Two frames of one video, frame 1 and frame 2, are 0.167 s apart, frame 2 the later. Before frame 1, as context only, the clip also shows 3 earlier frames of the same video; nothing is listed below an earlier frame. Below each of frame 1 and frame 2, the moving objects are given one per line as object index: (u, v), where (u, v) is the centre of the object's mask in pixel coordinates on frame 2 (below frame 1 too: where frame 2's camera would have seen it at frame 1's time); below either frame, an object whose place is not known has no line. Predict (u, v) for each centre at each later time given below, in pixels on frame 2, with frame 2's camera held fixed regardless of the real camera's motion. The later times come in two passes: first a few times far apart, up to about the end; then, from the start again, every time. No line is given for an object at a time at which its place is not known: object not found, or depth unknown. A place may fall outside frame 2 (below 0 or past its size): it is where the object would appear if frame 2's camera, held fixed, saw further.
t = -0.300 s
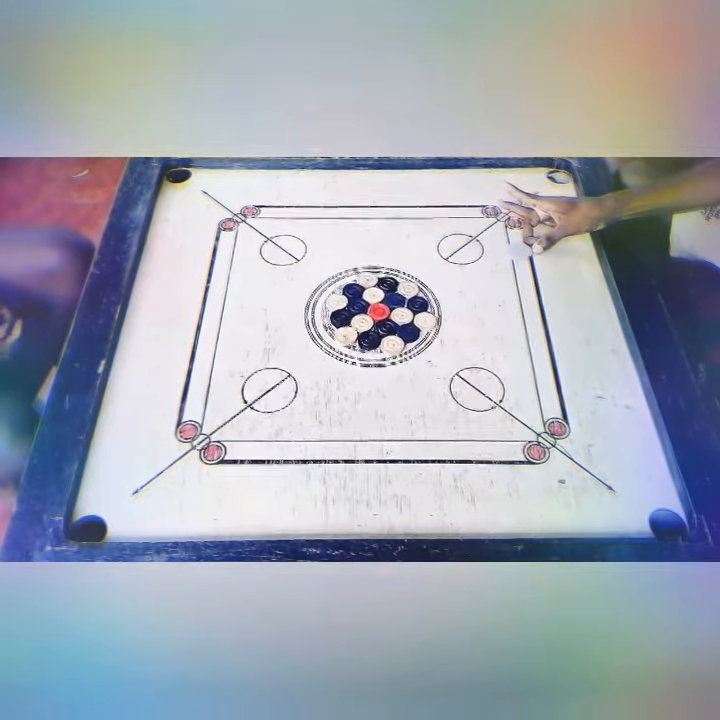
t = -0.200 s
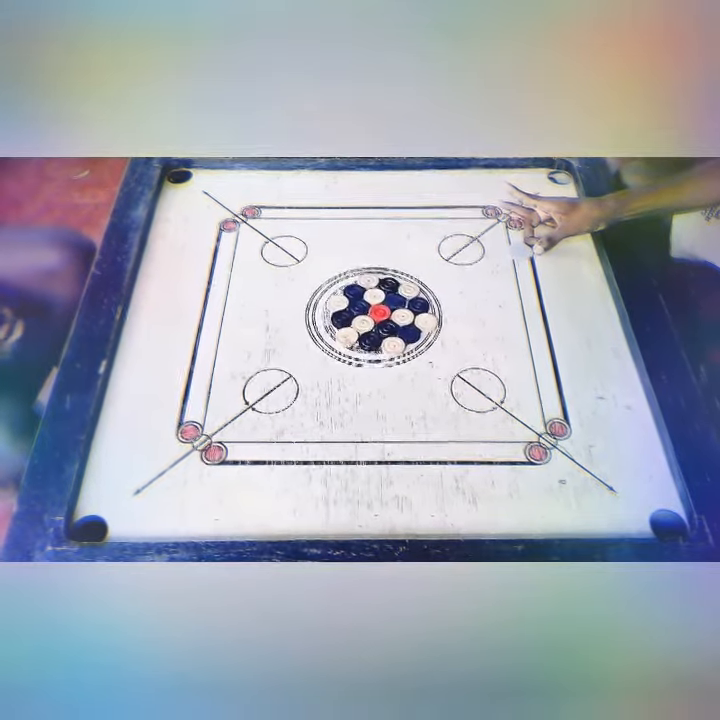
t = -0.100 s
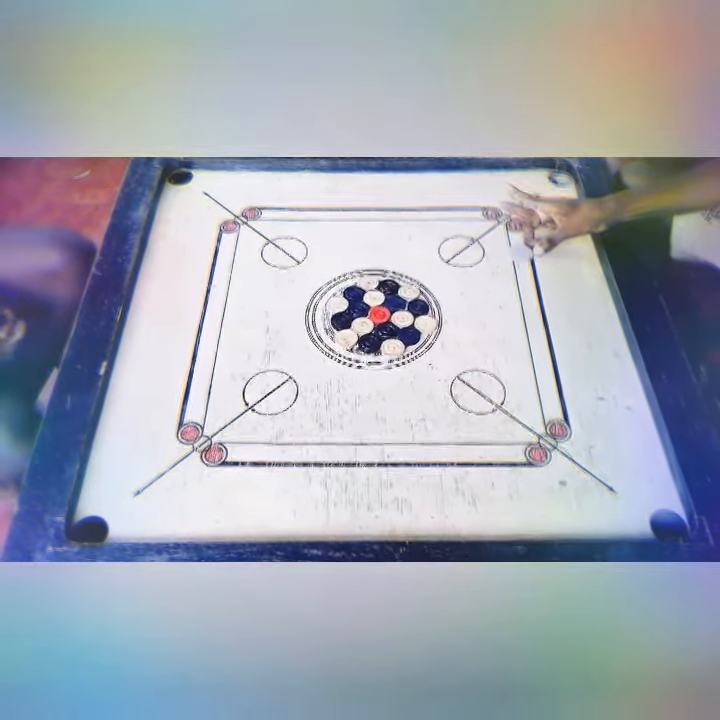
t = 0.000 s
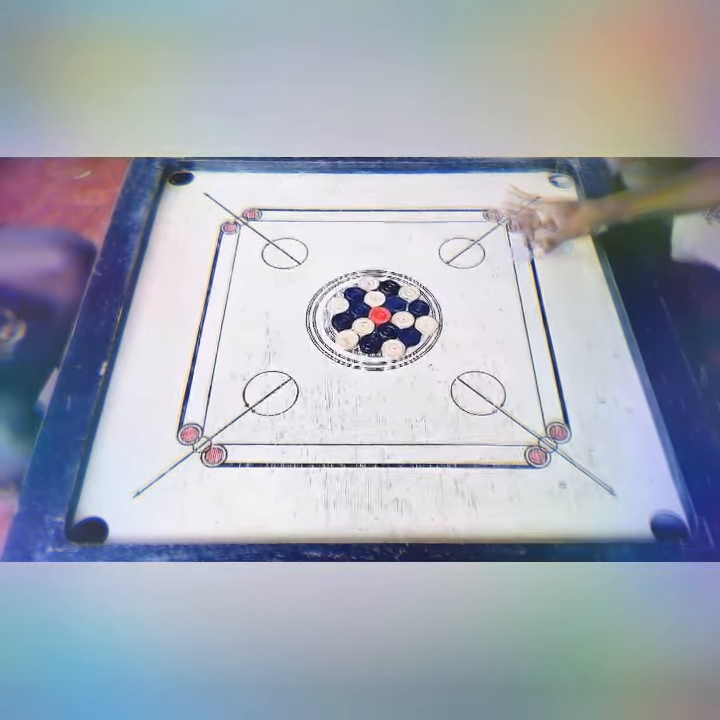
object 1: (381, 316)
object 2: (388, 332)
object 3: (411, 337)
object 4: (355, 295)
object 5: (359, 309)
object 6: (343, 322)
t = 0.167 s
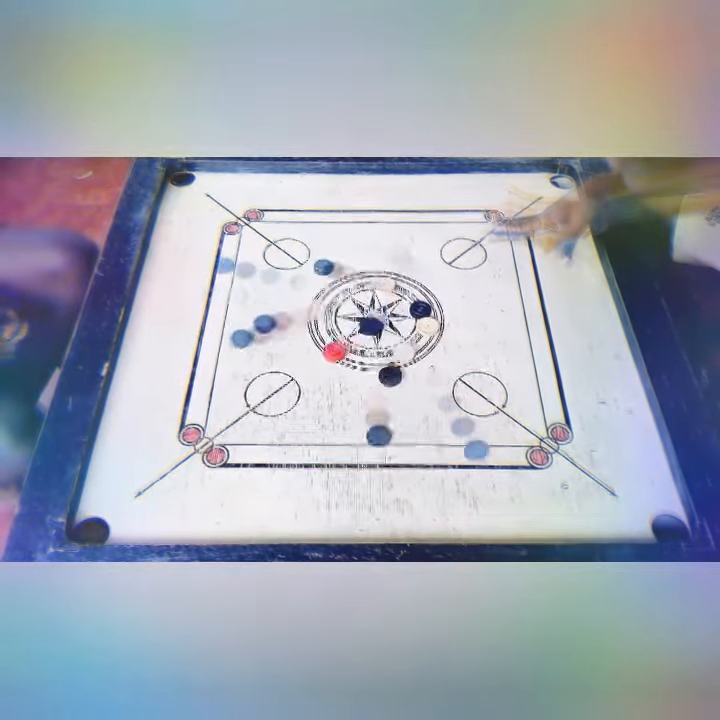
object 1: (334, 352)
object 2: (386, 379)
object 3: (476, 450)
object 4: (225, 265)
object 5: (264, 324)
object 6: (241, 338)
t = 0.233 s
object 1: (327, 357)
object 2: (387, 383)
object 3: (490, 475)
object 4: (204, 260)
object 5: (249, 326)
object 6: (226, 341)
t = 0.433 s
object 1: (324, 360)
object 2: (384, 392)
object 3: (535, 527)
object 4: (167, 249)
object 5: (208, 333)
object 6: (185, 352)
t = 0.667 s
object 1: (323, 359)
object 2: (383, 392)
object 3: (538, 521)
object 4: (169, 248)
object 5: (201, 334)
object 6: (182, 353)
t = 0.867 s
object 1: (324, 359)
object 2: (382, 393)
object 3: (538, 521)
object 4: (169, 248)
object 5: (201, 335)
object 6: (182, 353)
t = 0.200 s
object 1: (328, 358)
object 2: (385, 385)
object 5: (250, 326)
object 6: (227, 341)
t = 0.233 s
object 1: (327, 357)
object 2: (387, 383)
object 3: (490, 475)
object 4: (204, 260)
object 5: (249, 326)
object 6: (226, 341)
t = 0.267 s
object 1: (325, 360)
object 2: (384, 390)
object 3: (501, 493)
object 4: (187, 257)
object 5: (239, 327)
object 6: (215, 343)
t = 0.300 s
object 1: (324, 360)
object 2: (384, 391)
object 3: (511, 511)
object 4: (173, 254)
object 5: (229, 330)
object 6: (208, 346)
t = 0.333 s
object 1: (324, 360)
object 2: (385, 392)
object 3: (522, 528)
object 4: (163, 251)
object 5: (221, 331)
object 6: (200, 348)
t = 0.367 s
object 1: (324, 360)
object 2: (384, 392)
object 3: (525, 529)
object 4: (162, 251)
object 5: (216, 332)
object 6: (195, 349)
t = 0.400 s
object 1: (324, 360)
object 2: (384, 392)
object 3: (533, 532)
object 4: (164, 250)
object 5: (211, 334)
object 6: (187, 351)
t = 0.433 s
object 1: (324, 360)
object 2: (384, 392)
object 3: (535, 527)
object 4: (167, 249)
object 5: (208, 333)
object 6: (185, 352)
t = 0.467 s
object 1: (324, 360)
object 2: (385, 392)
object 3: (537, 522)
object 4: (169, 248)
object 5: (204, 334)
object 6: (185, 352)
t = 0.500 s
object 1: (324, 360)
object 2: (385, 392)
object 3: (537, 522)
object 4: (169, 248)
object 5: (203, 334)
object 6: (184, 353)
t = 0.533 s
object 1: (324, 359)
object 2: (384, 392)
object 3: (537, 521)
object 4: (169, 248)
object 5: (202, 334)
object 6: (183, 353)
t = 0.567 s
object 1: (323, 359)
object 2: (383, 391)
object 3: (537, 521)
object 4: (169, 248)
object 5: (201, 334)
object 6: (182, 353)
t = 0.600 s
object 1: (323, 359)
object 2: (383, 392)
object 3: (537, 521)
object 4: (169, 247)
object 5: (201, 334)
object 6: (182, 353)
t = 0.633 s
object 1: (323, 359)
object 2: (384, 392)
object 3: (538, 521)
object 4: (169, 248)
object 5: (200, 334)
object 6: (182, 353)
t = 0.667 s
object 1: (323, 359)
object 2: (383, 392)
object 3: (538, 521)
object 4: (169, 248)
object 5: (201, 334)
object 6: (182, 353)
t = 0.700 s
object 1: (323, 359)
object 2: (383, 392)
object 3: (538, 521)
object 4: (169, 248)
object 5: (200, 334)
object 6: (182, 353)
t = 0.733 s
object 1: (324, 359)
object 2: (384, 392)
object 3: (538, 521)
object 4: (169, 248)
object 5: (201, 334)
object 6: (182, 353)
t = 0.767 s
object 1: (324, 359)
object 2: (383, 392)
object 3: (538, 521)
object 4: (169, 248)
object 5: (201, 334)
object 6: (182, 353)
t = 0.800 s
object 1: (324, 359)
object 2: (383, 393)
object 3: (538, 521)
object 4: (169, 248)
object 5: (201, 334)
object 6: (182, 353)
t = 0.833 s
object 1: (324, 359)
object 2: (382, 393)
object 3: (538, 520)
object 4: (169, 248)
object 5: (201, 334)
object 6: (182, 353)
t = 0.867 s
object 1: (324, 359)
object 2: (382, 393)
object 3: (538, 521)
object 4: (169, 248)
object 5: (201, 335)
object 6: (182, 353)
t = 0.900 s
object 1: (323, 360)
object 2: (383, 392)
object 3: (537, 521)
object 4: (169, 248)
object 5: (201, 335)
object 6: (182, 353)
